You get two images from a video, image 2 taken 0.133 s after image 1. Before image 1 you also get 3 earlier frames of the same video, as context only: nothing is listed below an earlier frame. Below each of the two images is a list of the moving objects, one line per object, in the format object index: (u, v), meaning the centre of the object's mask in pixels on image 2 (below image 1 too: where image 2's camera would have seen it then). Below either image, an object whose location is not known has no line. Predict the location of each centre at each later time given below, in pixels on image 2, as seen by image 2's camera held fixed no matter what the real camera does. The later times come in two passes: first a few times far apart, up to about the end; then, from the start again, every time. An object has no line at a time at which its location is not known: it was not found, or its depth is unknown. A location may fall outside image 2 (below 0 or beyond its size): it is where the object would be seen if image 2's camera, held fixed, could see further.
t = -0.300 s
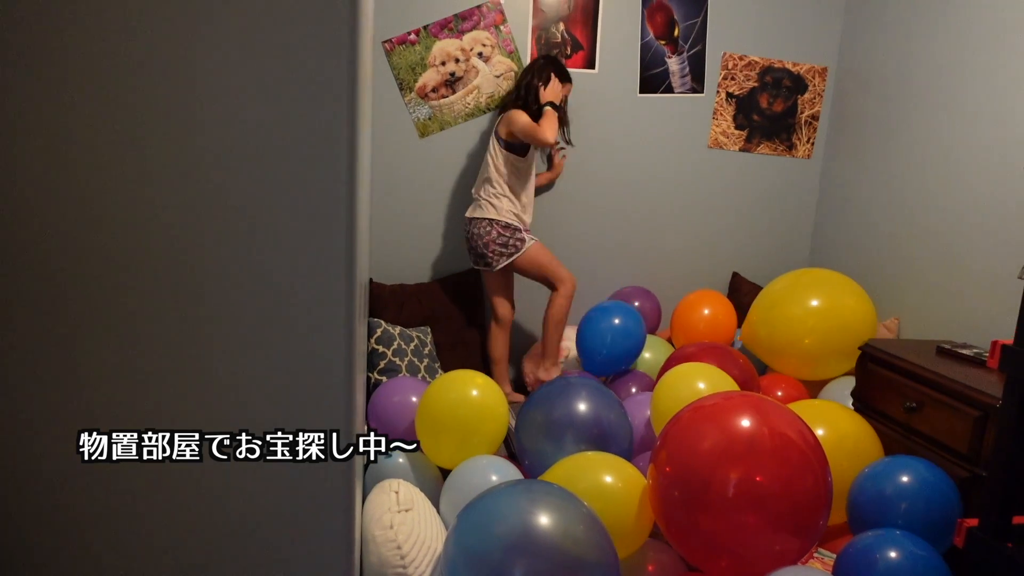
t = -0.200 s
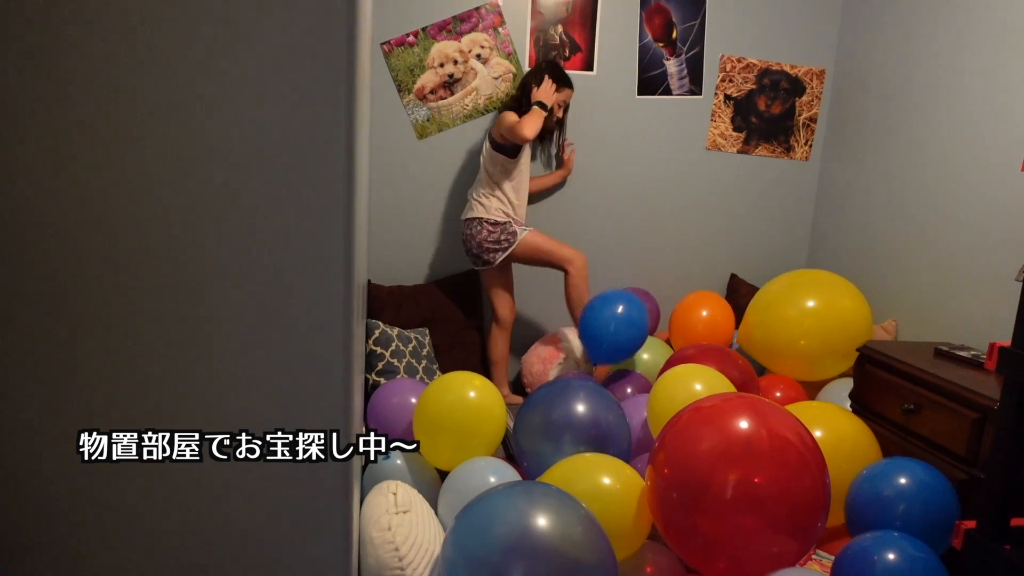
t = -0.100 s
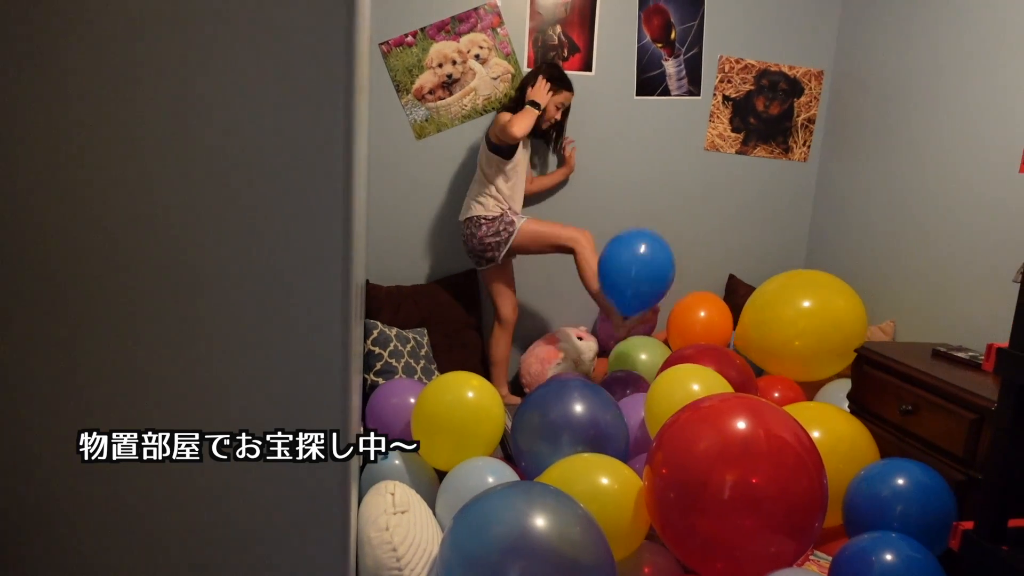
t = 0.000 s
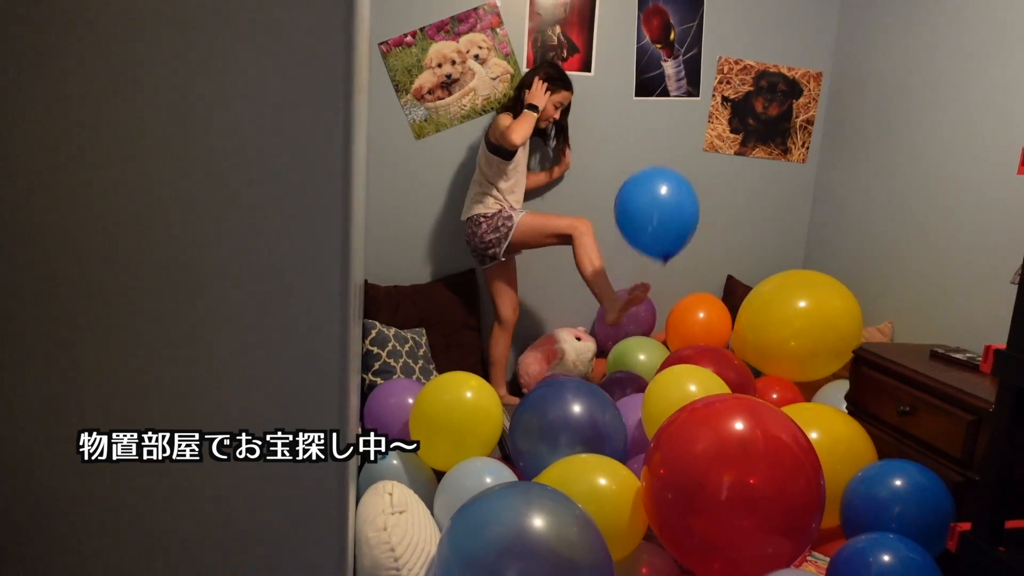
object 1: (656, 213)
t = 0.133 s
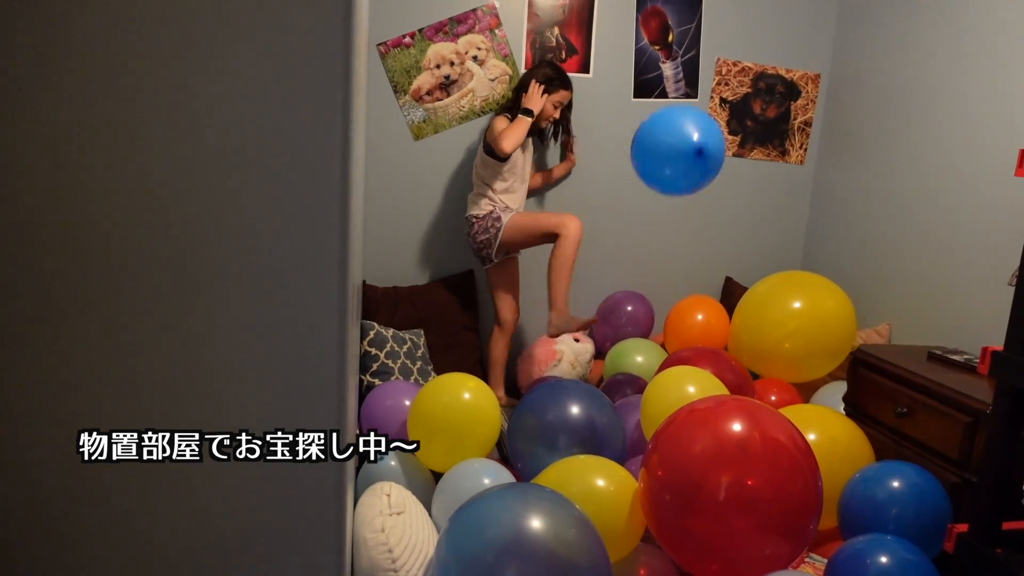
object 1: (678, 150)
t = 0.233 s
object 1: (692, 115)
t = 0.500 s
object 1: (721, 59)
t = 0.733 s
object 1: (741, 57)
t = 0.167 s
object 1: (683, 137)
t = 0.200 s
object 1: (688, 125)
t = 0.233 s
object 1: (692, 115)
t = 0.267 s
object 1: (696, 104)
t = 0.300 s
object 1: (700, 95)
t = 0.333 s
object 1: (704, 86)
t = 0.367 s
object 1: (707, 79)
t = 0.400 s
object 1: (711, 73)
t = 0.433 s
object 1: (714, 67)
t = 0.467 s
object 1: (717, 63)
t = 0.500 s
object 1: (721, 59)
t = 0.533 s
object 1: (724, 56)
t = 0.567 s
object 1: (727, 54)
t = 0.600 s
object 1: (731, 53)
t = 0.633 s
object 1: (734, 53)
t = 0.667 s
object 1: (736, 54)
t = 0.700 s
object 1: (739, 55)
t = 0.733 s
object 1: (741, 57)
